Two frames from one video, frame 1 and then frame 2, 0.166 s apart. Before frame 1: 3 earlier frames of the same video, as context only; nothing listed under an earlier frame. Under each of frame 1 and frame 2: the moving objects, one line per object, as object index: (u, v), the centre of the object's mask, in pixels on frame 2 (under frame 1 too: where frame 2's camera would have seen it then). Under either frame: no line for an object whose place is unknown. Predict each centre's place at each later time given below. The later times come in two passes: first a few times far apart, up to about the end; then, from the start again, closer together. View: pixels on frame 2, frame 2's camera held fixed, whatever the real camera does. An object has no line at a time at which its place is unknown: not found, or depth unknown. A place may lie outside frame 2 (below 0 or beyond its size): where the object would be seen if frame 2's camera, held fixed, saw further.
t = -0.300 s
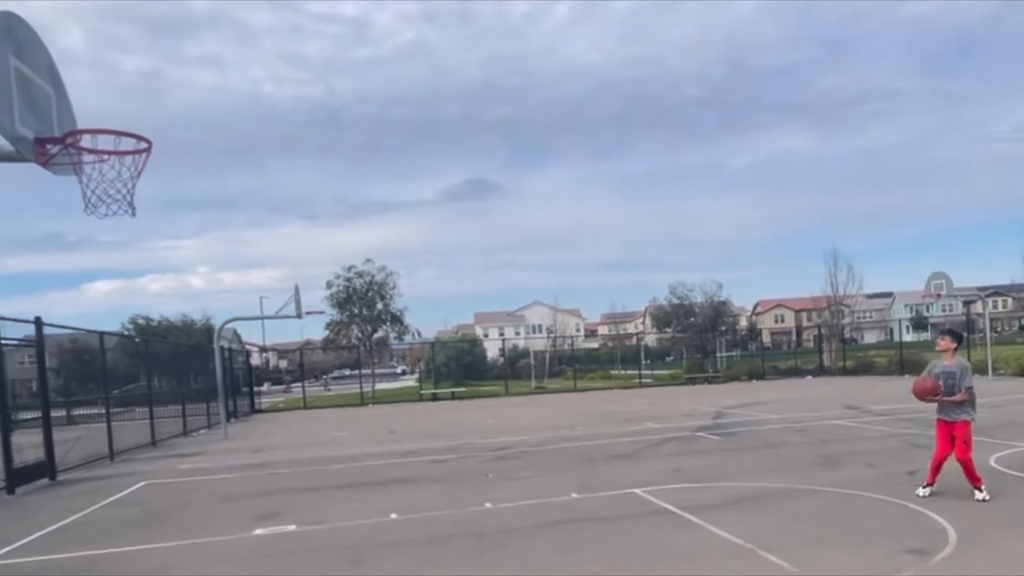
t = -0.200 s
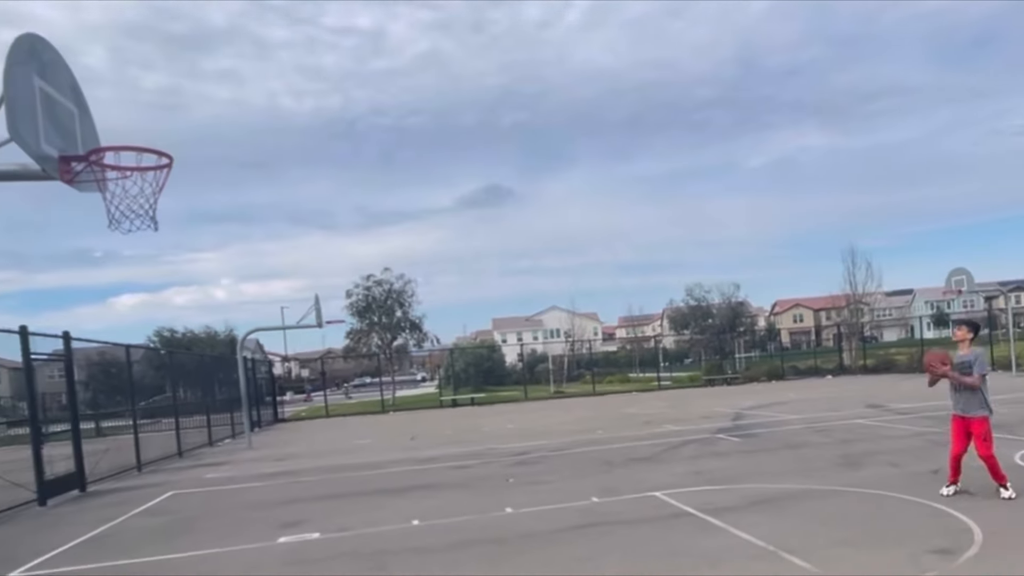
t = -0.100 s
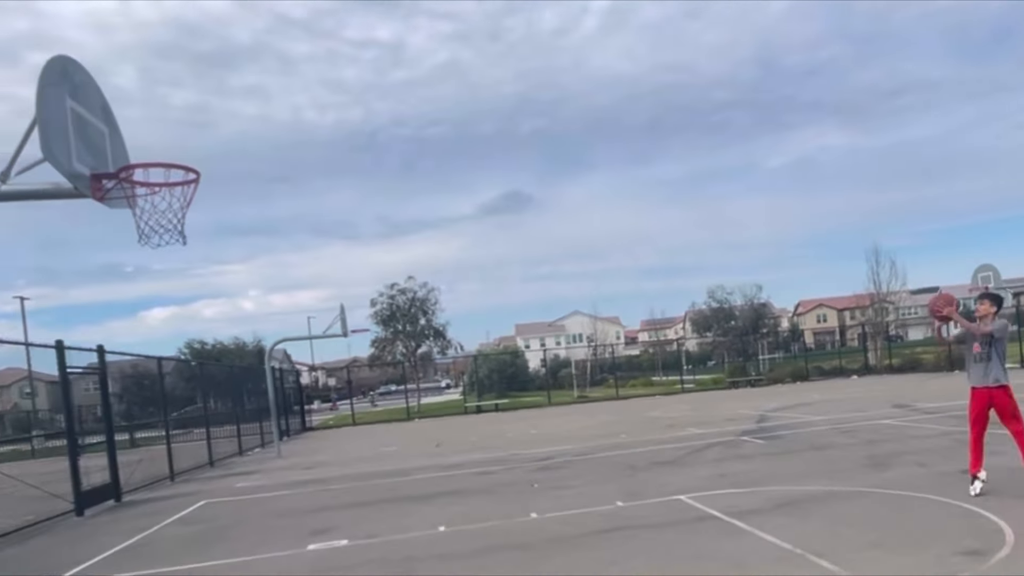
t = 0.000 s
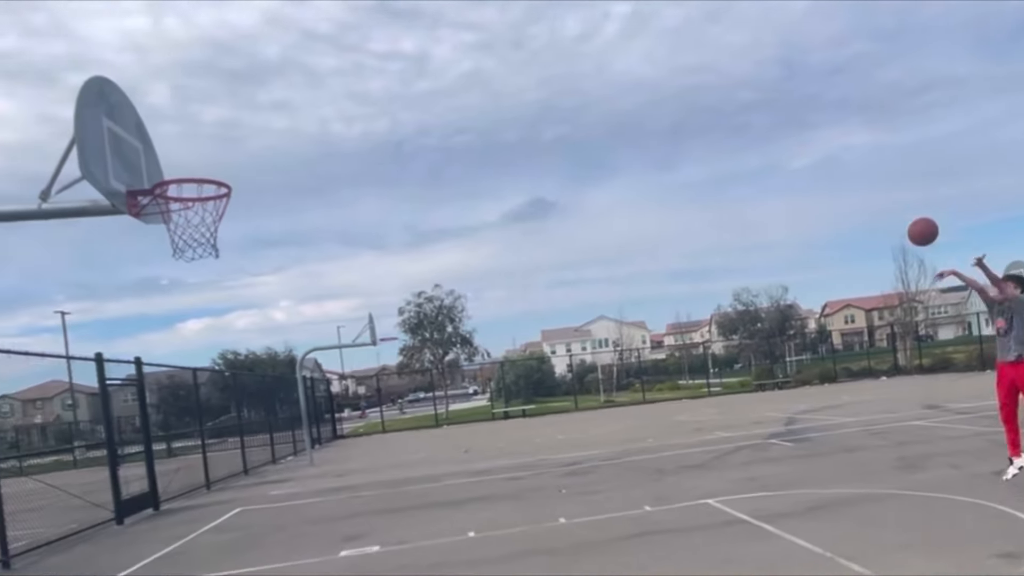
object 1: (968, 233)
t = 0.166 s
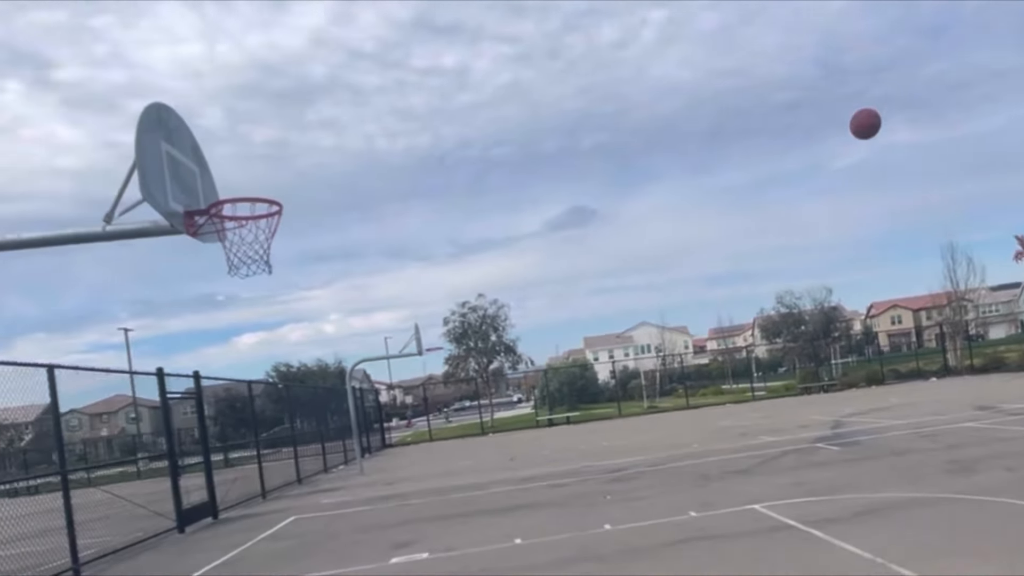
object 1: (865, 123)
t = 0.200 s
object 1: (845, 105)
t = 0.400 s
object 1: (721, 24)
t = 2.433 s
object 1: (296, 417)
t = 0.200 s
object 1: (845, 105)
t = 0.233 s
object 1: (824, 88)
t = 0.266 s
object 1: (804, 72)
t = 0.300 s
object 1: (783, 58)
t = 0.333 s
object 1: (762, 45)
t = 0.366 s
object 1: (742, 34)
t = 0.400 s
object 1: (721, 24)
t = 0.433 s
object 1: (701, 15)
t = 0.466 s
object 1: (680, 9)
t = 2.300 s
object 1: (284, 325)
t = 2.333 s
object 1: (288, 346)
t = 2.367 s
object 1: (290, 368)
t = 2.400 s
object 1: (293, 392)
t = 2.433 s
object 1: (296, 417)
